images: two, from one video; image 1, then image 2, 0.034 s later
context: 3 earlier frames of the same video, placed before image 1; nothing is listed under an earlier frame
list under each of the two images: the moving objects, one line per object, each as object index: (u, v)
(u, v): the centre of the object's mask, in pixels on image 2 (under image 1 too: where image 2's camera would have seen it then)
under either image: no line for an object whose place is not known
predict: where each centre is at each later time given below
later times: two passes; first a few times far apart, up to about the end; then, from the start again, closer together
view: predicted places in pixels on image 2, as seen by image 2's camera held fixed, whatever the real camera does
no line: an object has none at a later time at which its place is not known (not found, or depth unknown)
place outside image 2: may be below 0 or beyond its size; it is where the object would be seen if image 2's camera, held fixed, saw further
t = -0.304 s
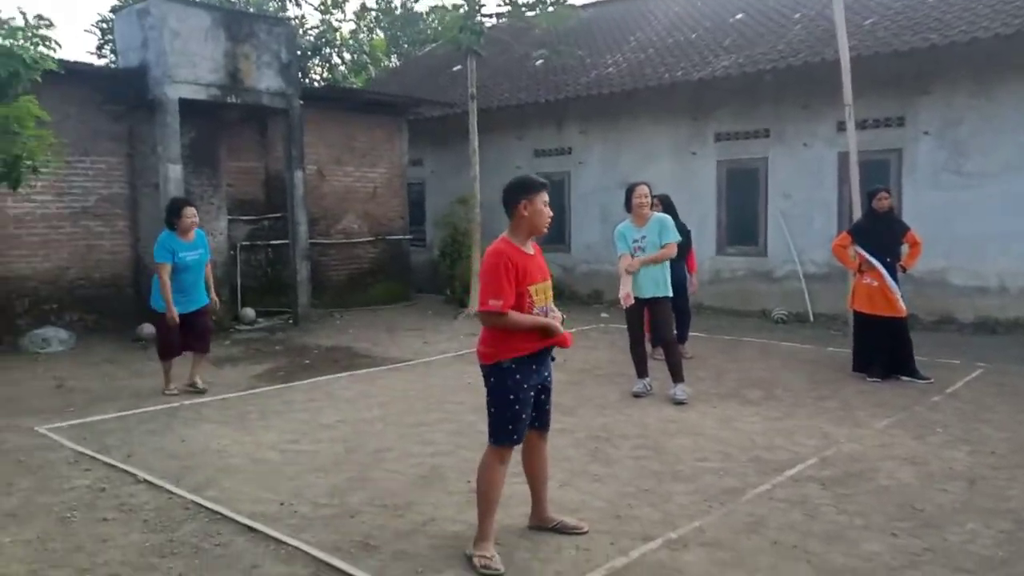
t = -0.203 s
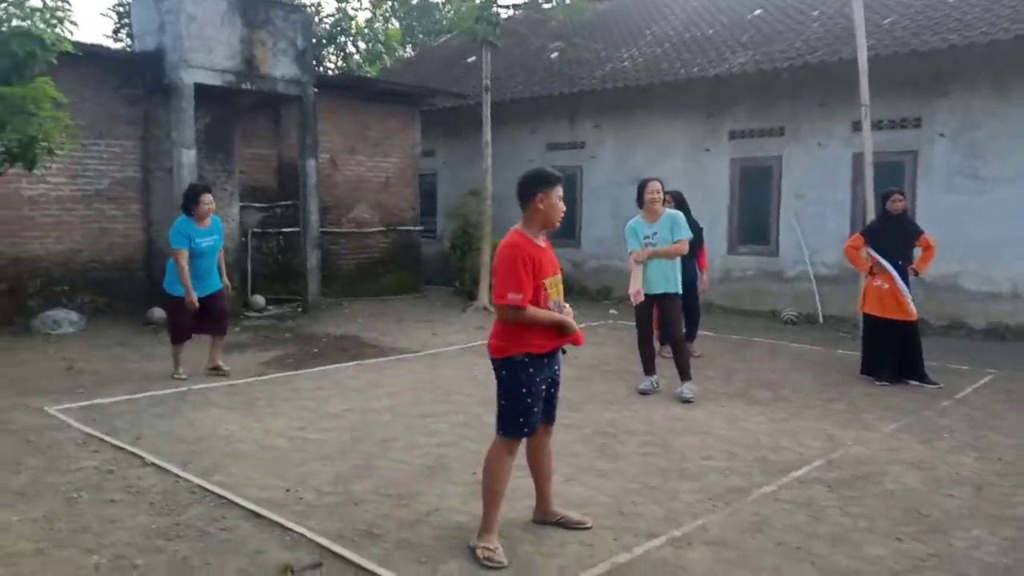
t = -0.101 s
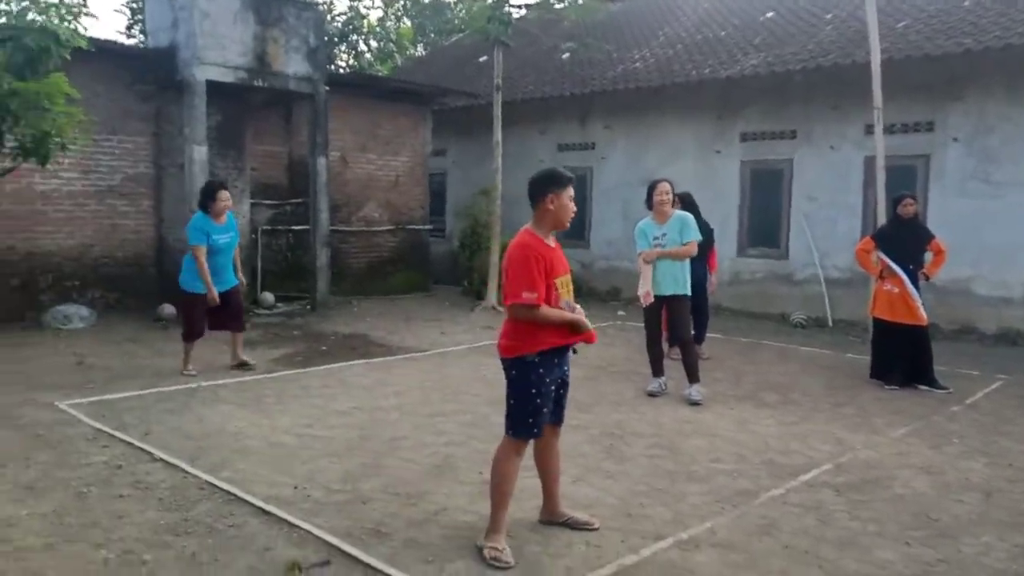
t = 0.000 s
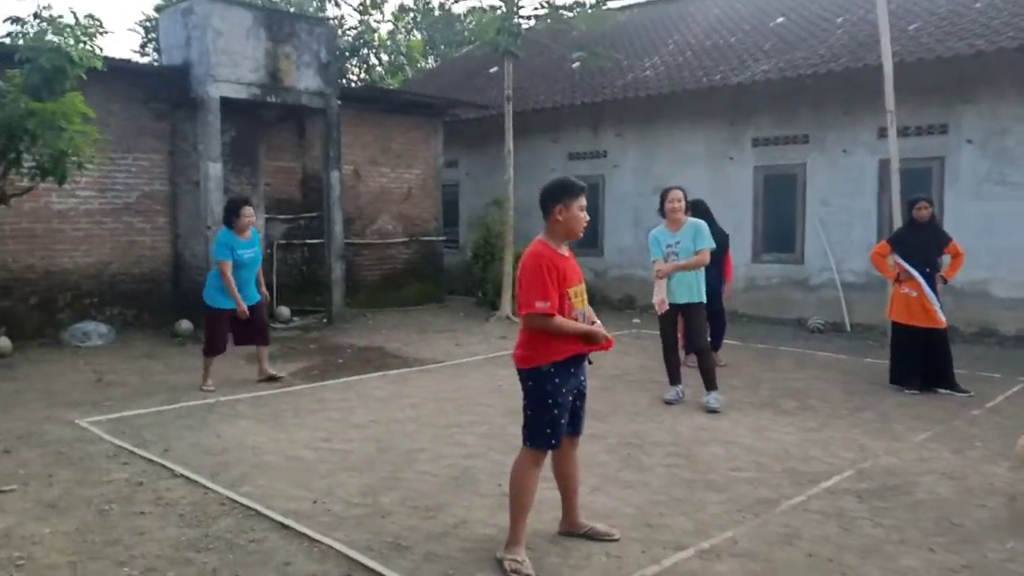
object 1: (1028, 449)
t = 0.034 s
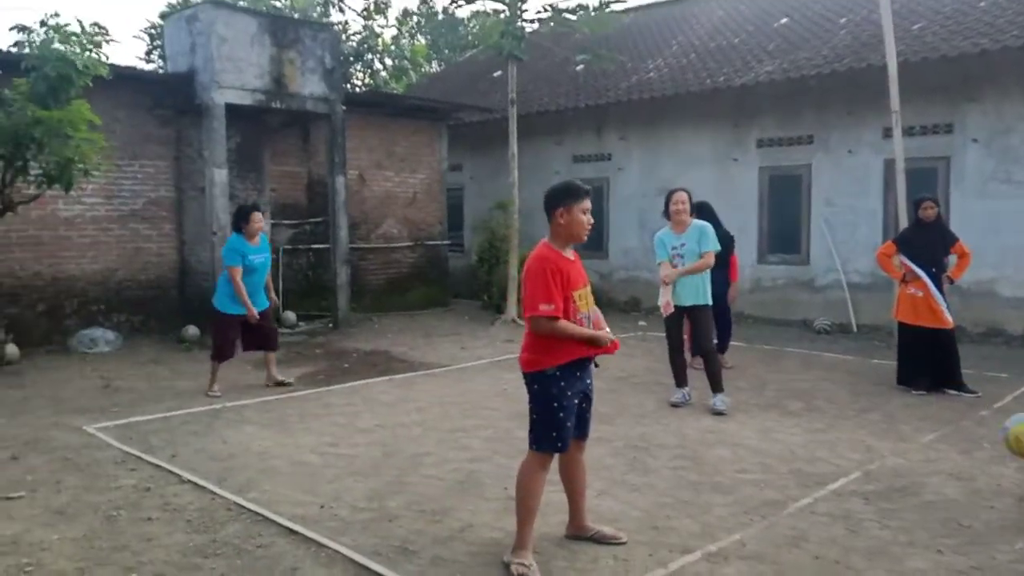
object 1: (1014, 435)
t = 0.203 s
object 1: (923, 402)
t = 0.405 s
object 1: (827, 432)
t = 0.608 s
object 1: (742, 403)
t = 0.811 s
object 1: (675, 397)
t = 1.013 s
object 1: (620, 389)
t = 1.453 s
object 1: (534, 370)
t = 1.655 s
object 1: (517, 356)
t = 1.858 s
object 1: (492, 353)
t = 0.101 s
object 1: (981, 413)
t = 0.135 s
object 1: (961, 408)
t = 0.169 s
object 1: (941, 405)
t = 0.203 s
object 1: (923, 402)
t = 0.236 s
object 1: (906, 401)
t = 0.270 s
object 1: (887, 401)
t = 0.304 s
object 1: (870, 407)
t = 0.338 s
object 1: (854, 414)
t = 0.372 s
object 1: (841, 423)
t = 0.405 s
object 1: (827, 432)
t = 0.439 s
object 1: (814, 438)
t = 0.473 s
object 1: (797, 426)
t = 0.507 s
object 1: (782, 417)
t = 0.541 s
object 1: (768, 411)
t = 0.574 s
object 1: (754, 407)
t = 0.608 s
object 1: (742, 403)
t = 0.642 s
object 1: (730, 401)
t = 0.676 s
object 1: (718, 401)
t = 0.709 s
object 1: (706, 404)
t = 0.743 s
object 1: (694, 410)
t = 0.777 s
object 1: (684, 406)
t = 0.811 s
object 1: (675, 397)
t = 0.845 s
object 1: (666, 392)
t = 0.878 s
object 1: (655, 386)
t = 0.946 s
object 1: (637, 384)
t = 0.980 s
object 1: (628, 386)
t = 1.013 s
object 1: (620, 389)
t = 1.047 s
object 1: (613, 388)
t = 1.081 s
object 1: (607, 382)
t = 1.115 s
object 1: (602, 378)
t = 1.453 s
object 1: (534, 370)
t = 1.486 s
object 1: (532, 364)
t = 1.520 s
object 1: (530, 360)
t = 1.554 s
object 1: (529, 358)
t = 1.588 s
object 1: (525, 356)
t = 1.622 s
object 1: (521, 355)
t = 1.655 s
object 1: (517, 356)
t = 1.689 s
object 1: (513, 358)
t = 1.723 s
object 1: (509, 359)
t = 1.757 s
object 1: (504, 356)
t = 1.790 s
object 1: (500, 353)
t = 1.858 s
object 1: (492, 353)
